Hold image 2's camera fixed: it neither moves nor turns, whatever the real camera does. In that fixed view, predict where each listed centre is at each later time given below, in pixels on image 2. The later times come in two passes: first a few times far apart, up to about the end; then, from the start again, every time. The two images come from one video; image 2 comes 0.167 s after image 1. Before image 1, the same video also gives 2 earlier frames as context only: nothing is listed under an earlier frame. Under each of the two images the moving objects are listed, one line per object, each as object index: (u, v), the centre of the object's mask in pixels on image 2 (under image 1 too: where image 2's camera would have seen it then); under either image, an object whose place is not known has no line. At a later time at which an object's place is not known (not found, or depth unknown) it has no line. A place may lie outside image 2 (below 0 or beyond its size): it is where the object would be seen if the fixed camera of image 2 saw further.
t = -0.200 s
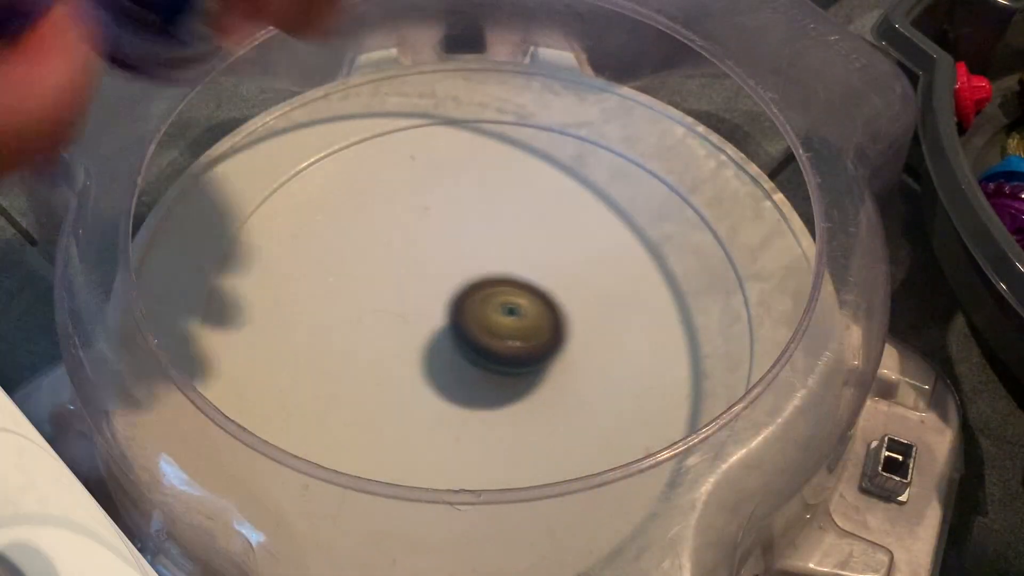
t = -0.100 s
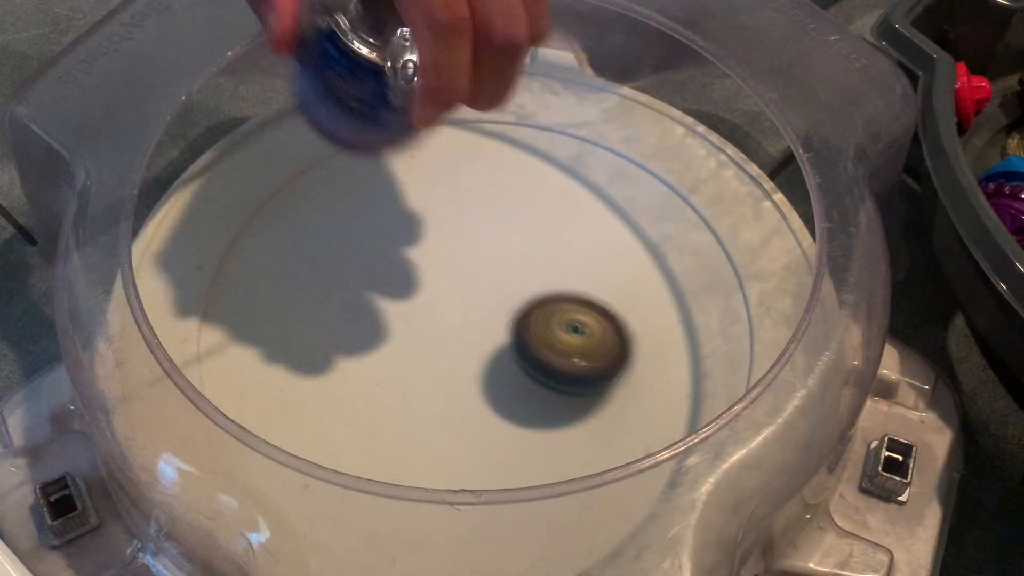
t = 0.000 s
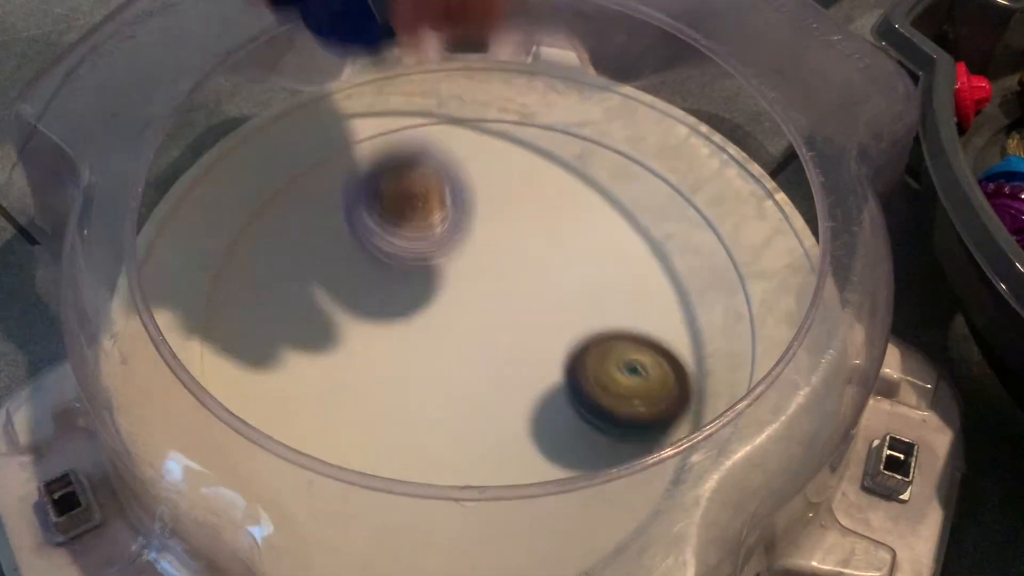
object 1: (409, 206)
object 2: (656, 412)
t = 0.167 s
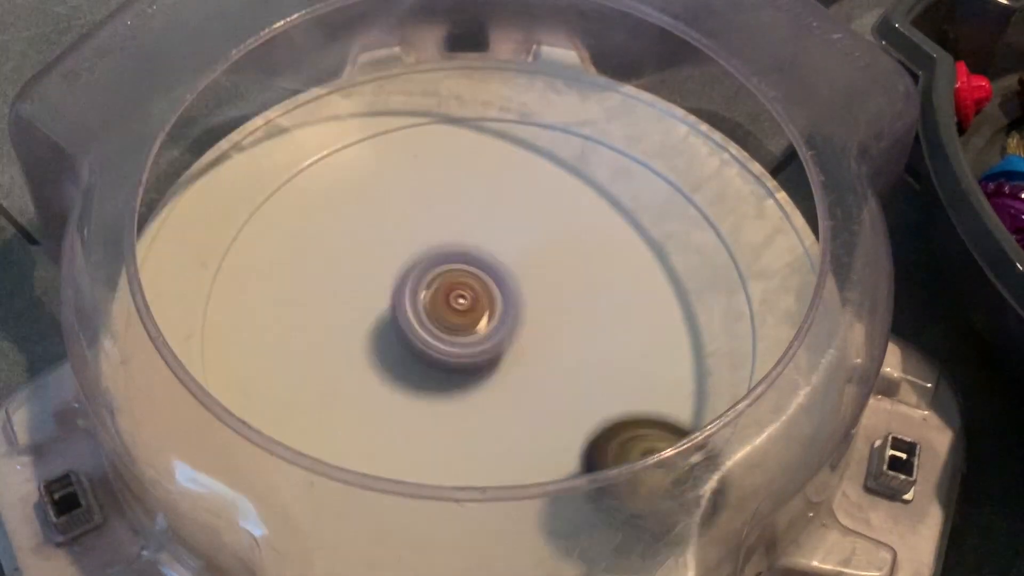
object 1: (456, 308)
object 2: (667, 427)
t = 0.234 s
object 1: (473, 346)
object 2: (628, 439)
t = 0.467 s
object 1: (400, 301)
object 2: (567, 459)
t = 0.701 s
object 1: (305, 217)
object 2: (557, 427)
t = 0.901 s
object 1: (381, 221)
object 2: (577, 340)
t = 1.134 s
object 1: (493, 380)
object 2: (645, 272)
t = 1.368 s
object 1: (475, 477)
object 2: (688, 264)
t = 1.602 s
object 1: (356, 354)
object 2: (659, 273)
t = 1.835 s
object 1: (357, 238)
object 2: (598, 265)
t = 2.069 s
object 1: (330, 363)
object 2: (738, 186)
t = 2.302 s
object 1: (282, 372)
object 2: (757, 190)
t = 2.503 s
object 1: (387, 282)
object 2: (661, 217)
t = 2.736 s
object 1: (498, 431)
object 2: (604, 152)
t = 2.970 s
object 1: (403, 499)
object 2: (576, 127)
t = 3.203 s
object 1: (352, 317)
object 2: (520, 163)
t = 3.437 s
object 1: (542, 309)
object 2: (457, 148)
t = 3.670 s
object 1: (647, 403)
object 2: (414, 162)
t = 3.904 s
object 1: (491, 468)
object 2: (393, 221)
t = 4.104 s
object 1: (429, 365)
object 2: (359, 257)
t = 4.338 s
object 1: (625, 310)
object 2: (304, 246)
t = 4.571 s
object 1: (650, 332)
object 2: (371, 308)
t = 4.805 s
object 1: (571, 373)
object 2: (438, 382)
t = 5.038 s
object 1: (531, 300)
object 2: (480, 438)
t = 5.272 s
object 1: (573, 215)
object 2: (512, 438)
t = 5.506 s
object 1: (621, 238)
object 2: (549, 426)
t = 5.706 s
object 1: (591, 245)
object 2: (592, 417)
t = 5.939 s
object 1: (535, 171)
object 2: (643, 417)
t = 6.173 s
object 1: (547, 167)
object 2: (677, 369)
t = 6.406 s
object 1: (544, 205)
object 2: (680, 305)
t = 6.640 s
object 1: (444, 241)
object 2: (657, 248)
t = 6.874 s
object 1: (376, 219)
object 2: (614, 204)
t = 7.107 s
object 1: (402, 201)
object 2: (552, 184)
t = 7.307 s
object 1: (364, 254)
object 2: (518, 180)
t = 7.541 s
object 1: (332, 293)
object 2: (457, 211)
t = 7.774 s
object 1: (299, 330)
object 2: (433, 232)
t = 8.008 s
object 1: (301, 391)
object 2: (434, 237)
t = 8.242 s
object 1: (341, 411)
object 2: (441, 294)
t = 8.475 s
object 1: (419, 510)
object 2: (465, 225)
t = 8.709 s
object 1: (514, 397)
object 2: (521, 252)
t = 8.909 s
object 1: (725, 487)
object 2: (453, 100)
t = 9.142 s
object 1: (548, 386)
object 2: (530, 202)
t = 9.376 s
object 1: (356, 407)
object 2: (668, 174)
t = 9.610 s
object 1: (406, 341)
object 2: (681, 237)
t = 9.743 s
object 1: (480, 276)
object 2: (653, 275)
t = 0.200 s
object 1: (464, 322)
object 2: (648, 433)
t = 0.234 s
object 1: (473, 346)
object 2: (628, 439)
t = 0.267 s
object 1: (479, 355)
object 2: (608, 441)
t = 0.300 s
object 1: (484, 371)
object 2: (593, 440)
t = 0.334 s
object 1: (468, 359)
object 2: (590, 448)
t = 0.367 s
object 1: (451, 346)
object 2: (583, 454)
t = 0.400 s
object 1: (434, 330)
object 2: (572, 458)
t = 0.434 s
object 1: (417, 314)
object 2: (574, 460)
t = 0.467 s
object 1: (400, 301)
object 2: (567, 459)
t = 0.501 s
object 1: (383, 286)
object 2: (565, 456)
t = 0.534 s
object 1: (367, 272)
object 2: (558, 451)
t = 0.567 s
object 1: (350, 259)
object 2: (558, 446)
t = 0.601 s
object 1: (335, 247)
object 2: (560, 440)
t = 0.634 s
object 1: (320, 237)
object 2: (563, 439)
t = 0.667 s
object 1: (309, 227)
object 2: (562, 436)
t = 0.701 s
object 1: (305, 217)
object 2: (557, 427)
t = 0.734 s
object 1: (306, 210)
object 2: (556, 411)
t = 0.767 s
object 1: (313, 206)
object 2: (558, 397)
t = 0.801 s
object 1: (325, 205)
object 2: (569, 371)
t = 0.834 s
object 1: (341, 206)
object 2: (562, 370)
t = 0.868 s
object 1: (360, 211)
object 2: (570, 351)
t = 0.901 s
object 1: (381, 221)
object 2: (577, 340)
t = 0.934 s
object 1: (402, 235)
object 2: (583, 326)
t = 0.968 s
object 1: (421, 254)
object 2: (595, 316)
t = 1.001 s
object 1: (440, 277)
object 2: (603, 306)
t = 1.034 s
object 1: (456, 299)
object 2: (609, 296)
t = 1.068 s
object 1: (470, 328)
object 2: (626, 285)
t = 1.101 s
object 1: (482, 354)
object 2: (632, 279)
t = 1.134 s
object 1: (493, 380)
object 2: (645, 272)
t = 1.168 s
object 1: (501, 406)
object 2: (655, 266)
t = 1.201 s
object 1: (505, 424)
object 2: (664, 263)
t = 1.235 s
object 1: (504, 435)
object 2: (672, 263)
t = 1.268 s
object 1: (503, 460)
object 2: (675, 260)
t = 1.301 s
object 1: (498, 471)
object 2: (677, 263)
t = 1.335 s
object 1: (488, 477)
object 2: (680, 264)
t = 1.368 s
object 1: (475, 477)
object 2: (688, 264)
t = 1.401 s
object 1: (460, 471)
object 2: (689, 265)
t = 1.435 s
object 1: (443, 458)
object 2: (689, 267)
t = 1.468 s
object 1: (425, 435)
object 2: (682, 268)
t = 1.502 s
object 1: (406, 422)
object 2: (677, 271)
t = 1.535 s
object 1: (389, 404)
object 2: (673, 271)
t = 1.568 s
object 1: (372, 380)
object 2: (669, 272)
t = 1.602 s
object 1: (356, 354)
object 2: (659, 273)
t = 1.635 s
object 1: (339, 331)
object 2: (656, 273)
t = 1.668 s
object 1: (327, 307)
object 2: (635, 258)
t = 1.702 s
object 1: (319, 286)
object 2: (632, 275)
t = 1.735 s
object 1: (317, 268)
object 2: (626, 273)
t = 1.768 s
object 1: (323, 253)
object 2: (603, 255)
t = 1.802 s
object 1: (336, 242)
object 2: (599, 272)
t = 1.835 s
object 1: (357, 238)
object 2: (598, 265)
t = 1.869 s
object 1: (384, 237)
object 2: (573, 245)
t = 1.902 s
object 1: (417, 240)
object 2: (565, 241)
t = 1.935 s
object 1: (419, 257)
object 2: (592, 221)
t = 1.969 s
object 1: (393, 284)
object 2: (645, 198)
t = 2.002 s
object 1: (370, 313)
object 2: (685, 177)
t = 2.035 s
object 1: (349, 340)
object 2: (712, 186)
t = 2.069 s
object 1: (330, 363)
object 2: (738, 186)
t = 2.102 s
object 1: (312, 381)
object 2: (747, 195)
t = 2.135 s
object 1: (300, 388)
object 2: (756, 187)
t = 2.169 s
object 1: (293, 393)
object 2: (762, 193)
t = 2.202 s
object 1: (287, 393)
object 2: (767, 195)
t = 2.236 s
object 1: (283, 389)
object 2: (768, 189)
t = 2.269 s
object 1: (281, 382)
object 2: (762, 192)
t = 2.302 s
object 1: (282, 372)
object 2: (757, 190)
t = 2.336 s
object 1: (290, 356)
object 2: (746, 191)
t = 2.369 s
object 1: (303, 337)
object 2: (739, 187)
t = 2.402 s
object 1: (318, 318)
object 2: (719, 192)
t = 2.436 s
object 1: (337, 302)
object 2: (706, 197)
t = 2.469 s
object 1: (360, 290)
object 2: (684, 210)
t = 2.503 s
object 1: (387, 282)
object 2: (661, 217)
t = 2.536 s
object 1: (418, 278)
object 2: (641, 220)
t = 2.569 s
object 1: (452, 277)
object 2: (615, 232)
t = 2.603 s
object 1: (474, 295)
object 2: (603, 223)
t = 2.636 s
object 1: (483, 331)
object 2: (609, 194)
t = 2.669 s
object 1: (490, 367)
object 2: (609, 177)
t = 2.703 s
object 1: (496, 403)
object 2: (605, 166)
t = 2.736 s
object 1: (498, 431)
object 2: (604, 152)
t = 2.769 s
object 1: (497, 470)
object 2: (602, 143)
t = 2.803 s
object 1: (490, 500)
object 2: (599, 134)
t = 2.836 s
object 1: (475, 515)
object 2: (598, 126)
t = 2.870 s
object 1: (458, 521)
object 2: (593, 126)
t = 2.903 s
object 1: (441, 520)
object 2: (586, 124)
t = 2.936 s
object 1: (422, 514)
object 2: (583, 123)
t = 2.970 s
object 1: (403, 499)
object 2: (576, 127)
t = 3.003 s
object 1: (387, 474)
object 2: (571, 124)
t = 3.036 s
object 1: (373, 432)
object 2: (565, 131)
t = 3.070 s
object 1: (354, 415)
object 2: (555, 137)
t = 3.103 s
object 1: (341, 391)
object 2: (548, 143)
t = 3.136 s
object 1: (337, 365)
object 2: (539, 146)
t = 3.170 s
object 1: (339, 341)
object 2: (529, 156)
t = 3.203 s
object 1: (352, 317)
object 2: (520, 163)
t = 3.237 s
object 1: (372, 295)
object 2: (510, 165)
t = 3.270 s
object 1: (397, 276)
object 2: (497, 176)
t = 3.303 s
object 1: (424, 274)
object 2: (486, 171)
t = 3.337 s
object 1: (452, 280)
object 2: (479, 160)
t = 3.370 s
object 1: (481, 288)
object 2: (471, 155)
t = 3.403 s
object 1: (512, 299)
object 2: (465, 149)
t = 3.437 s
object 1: (542, 309)
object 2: (457, 148)
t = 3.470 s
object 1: (572, 321)
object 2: (450, 146)
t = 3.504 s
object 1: (597, 335)
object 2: (443, 146)
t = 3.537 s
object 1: (619, 349)
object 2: (435, 148)
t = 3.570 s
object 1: (638, 365)
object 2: (430, 149)
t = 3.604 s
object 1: (649, 379)
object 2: (424, 153)
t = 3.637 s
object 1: (651, 391)
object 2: (418, 155)
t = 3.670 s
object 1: (647, 403)
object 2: (414, 162)
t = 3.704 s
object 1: (641, 424)
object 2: (409, 170)
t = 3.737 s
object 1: (628, 442)
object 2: (405, 179)
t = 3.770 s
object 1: (608, 454)
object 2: (402, 186)
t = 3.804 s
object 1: (581, 466)
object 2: (399, 194)
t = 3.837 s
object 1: (552, 472)
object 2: (397, 202)
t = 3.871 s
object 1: (521, 474)
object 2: (394, 210)
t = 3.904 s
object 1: (491, 468)
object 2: (393, 221)
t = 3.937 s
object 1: (464, 458)
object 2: (391, 234)
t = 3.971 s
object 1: (441, 437)
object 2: (388, 240)
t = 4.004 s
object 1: (423, 424)
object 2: (387, 253)
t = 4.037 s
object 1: (411, 404)
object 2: (383, 261)
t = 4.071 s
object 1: (405, 375)
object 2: (380, 270)
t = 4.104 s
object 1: (429, 365)
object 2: (359, 257)
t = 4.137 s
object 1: (460, 357)
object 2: (337, 248)
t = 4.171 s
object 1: (492, 348)
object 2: (315, 245)
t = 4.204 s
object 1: (523, 338)
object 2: (306, 239)
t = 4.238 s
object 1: (552, 329)
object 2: (301, 240)
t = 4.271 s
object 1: (579, 321)
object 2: (301, 240)
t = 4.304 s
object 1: (603, 314)
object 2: (298, 242)
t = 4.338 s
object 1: (625, 310)
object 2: (304, 246)
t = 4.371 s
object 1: (642, 308)
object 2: (308, 255)
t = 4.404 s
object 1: (653, 307)
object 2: (316, 260)
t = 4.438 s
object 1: (661, 308)
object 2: (327, 268)
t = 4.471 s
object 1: (663, 312)
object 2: (337, 276)
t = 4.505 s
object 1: (661, 317)
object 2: (347, 290)
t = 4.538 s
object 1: (657, 323)
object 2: (357, 300)
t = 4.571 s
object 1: (650, 332)
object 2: (371, 308)
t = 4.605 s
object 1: (641, 342)
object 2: (381, 317)
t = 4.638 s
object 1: (630, 351)
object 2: (392, 331)
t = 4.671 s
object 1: (619, 361)
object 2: (403, 341)
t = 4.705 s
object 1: (606, 369)
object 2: (413, 350)
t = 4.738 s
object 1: (595, 373)
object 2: (422, 364)
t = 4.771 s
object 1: (583, 374)
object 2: (430, 379)
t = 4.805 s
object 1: (571, 373)
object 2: (438, 382)
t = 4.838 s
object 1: (560, 369)
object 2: (446, 394)
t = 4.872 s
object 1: (551, 362)
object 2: (452, 414)
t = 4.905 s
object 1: (543, 353)
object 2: (458, 412)
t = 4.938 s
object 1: (536, 343)
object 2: (464, 433)
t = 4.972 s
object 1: (531, 329)
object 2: (471, 429)
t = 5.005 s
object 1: (529, 315)
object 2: (477, 436)
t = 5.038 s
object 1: (531, 300)
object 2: (480, 438)
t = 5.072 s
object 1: (533, 283)
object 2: (483, 435)
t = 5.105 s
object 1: (537, 268)
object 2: (485, 437)
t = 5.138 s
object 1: (543, 252)
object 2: (490, 436)
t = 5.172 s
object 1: (550, 239)
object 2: (492, 436)
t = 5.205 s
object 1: (559, 227)
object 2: (499, 437)
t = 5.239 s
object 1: (566, 218)
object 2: (504, 436)
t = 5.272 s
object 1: (573, 215)
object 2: (512, 438)
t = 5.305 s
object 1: (583, 213)
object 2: (521, 436)
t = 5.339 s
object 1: (591, 213)
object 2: (530, 433)
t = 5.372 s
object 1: (598, 214)
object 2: (538, 439)
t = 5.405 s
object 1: (604, 219)
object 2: (540, 448)
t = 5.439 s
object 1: (610, 223)
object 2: (544, 442)
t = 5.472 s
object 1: (615, 231)
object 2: (560, 417)
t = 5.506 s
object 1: (621, 238)
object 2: (549, 426)
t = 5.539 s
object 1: (623, 245)
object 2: (551, 420)
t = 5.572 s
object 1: (622, 254)
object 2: (559, 411)
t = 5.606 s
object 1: (618, 262)
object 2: (568, 402)
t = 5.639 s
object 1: (609, 270)
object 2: (573, 398)
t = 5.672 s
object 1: (602, 262)
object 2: (579, 409)
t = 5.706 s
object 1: (591, 245)
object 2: (592, 417)
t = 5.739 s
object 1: (580, 229)
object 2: (604, 430)
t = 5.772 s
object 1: (569, 213)
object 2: (611, 434)
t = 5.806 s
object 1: (559, 202)
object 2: (616, 434)
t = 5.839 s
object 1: (551, 192)
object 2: (619, 434)
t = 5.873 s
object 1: (544, 184)
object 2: (632, 429)
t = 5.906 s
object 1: (539, 177)
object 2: (640, 420)
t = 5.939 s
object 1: (535, 171)
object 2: (643, 417)
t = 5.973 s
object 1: (533, 167)
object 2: (654, 410)
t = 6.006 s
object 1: (533, 164)
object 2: (639, 388)
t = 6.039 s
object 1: (534, 162)
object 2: (663, 400)
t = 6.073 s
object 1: (536, 162)
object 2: (671, 393)
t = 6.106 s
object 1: (539, 162)
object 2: (669, 380)
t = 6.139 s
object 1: (543, 164)
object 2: (679, 378)
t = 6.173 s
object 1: (547, 167)
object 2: (677, 369)
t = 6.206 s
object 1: (551, 170)
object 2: (683, 355)
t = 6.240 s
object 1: (554, 174)
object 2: (684, 348)
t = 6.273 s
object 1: (555, 179)
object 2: (683, 338)
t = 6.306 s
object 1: (555, 185)
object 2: (683, 331)
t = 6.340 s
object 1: (554, 191)
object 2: (686, 320)
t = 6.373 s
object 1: (549, 198)
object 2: (678, 313)
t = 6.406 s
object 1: (544, 205)
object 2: (680, 305)
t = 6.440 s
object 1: (535, 213)
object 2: (677, 296)
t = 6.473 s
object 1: (522, 221)
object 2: (674, 289)
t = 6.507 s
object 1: (508, 226)
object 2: (671, 281)
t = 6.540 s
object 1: (492, 232)
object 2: (668, 270)
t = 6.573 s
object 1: (476, 237)
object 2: (667, 263)
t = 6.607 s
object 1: (460, 239)
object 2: (659, 259)
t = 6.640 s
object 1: (444, 241)
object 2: (657, 248)
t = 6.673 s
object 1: (427, 240)
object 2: (654, 238)
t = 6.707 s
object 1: (413, 239)
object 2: (645, 236)
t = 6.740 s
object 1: (401, 236)
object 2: (641, 225)
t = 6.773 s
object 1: (391, 233)
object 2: (635, 224)
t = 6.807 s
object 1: (383, 229)
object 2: (628, 216)
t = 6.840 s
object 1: (378, 224)
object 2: (622, 211)
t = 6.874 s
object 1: (376, 219)
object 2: (614, 204)
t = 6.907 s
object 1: (376, 212)
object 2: (606, 199)
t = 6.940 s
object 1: (379, 207)
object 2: (596, 191)
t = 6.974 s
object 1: (382, 203)
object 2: (589, 190)
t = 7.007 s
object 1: (386, 200)
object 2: (580, 185)
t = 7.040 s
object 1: (391, 198)
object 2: (570, 185)
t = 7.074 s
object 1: (396, 198)
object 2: (562, 185)
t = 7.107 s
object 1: (402, 201)
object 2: (552, 184)
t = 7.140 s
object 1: (395, 209)
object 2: (552, 180)
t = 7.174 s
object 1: (389, 219)
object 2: (549, 169)
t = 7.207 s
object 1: (382, 229)
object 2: (542, 170)
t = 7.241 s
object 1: (376, 237)
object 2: (535, 172)
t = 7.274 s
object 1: (370, 246)
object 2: (526, 176)
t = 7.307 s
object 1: (364, 254)
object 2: (518, 180)
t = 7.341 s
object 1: (359, 261)
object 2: (510, 180)
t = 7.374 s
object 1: (354, 269)
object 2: (499, 188)
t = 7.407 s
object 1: (348, 276)
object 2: (492, 188)
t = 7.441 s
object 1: (343, 281)
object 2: (483, 195)
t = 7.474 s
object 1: (339, 285)
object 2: (474, 203)
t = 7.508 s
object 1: (335, 290)
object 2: (466, 204)
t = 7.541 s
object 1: (332, 293)
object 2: (457, 211)
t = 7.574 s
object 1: (329, 297)
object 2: (450, 214)
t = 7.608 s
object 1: (328, 299)
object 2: (442, 225)
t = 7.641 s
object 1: (321, 309)
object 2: (439, 219)
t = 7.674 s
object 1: (313, 318)
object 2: (438, 220)
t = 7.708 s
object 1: (307, 324)
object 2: (437, 222)
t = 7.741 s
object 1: (302, 329)
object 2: (435, 223)
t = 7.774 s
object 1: (299, 330)
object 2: (433, 232)
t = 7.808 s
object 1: (300, 329)
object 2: (428, 237)
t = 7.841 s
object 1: (299, 330)
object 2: (423, 249)
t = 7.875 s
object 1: (300, 337)
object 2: (421, 249)
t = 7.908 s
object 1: (295, 357)
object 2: (423, 237)
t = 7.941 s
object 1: (295, 372)
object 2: (426, 228)
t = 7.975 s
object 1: (297, 383)
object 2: (432, 236)
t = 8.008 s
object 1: (301, 391)
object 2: (434, 237)
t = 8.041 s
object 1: (303, 396)
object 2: (434, 244)
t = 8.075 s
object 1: (307, 400)
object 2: (436, 251)
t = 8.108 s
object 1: (312, 405)
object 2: (437, 260)
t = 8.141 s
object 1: (317, 407)
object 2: (439, 269)
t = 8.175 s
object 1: (325, 408)
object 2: (439, 276)
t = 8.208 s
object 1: (331, 412)
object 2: (439, 286)
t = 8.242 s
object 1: (341, 411)
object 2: (441, 294)
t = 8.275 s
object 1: (350, 413)
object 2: (439, 294)
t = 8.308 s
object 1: (361, 412)
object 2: (439, 302)
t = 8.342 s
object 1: (375, 430)
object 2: (438, 303)
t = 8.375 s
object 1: (382, 475)
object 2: (445, 269)
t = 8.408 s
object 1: (390, 505)
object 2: (452, 244)
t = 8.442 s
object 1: (399, 511)
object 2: (459, 229)
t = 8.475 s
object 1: (419, 510)
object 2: (465, 225)
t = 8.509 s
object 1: (434, 505)
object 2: (472, 224)
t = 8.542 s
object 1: (451, 493)
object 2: (482, 224)
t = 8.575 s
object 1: (466, 477)
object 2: (504, 213)
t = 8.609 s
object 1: (477, 446)
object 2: (511, 222)
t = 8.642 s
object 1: (490, 434)
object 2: (508, 239)
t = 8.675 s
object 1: (503, 420)
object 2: (513, 248)
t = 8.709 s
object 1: (514, 397)
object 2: (521, 252)
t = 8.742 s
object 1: (525, 375)
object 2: (526, 259)
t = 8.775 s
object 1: (535, 354)
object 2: (532, 264)
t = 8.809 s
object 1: (573, 376)
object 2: (514, 242)
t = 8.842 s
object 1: (620, 413)
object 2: (488, 176)
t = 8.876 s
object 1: (669, 458)
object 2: (469, 136)
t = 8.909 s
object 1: (725, 487)
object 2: (453, 100)
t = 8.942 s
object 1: (704, 479)
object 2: (448, 70)
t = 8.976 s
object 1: (678, 485)
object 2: (456, 81)
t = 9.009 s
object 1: (647, 459)
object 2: (457, 110)
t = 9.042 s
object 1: (624, 445)
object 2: (474, 119)
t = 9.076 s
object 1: (598, 426)
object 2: (490, 149)
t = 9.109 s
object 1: (573, 410)
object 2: (512, 173)
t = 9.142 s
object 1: (548, 386)
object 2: (530, 202)
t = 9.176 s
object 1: (523, 359)
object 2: (552, 226)
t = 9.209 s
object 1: (502, 333)
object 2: (565, 247)
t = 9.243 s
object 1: (474, 336)
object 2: (586, 235)
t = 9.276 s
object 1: (436, 364)
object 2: (596, 186)
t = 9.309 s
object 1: (405, 382)
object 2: (633, 191)
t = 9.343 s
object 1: (376, 397)
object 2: (646, 179)
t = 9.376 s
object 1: (356, 407)
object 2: (668, 174)
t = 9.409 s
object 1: (343, 409)
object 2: (683, 176)
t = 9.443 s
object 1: (338, 407)
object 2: (690, 185)
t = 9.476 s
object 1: (340, 401)
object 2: (691, 196)
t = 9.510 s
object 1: (351, 391)
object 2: (695, 205)
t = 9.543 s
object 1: (365, 376)
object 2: (691, 217)
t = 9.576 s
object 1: (385, 359)
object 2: (680, 223)
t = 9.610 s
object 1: (406, 341)
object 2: (681, 237)
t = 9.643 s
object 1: (425, 326)
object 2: (672, 249)
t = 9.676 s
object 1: (444, 307)
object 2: (668, 258)
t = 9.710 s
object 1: (463, 291)
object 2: (667, 261)
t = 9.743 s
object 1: (480, 276)
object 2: (653, 275)
